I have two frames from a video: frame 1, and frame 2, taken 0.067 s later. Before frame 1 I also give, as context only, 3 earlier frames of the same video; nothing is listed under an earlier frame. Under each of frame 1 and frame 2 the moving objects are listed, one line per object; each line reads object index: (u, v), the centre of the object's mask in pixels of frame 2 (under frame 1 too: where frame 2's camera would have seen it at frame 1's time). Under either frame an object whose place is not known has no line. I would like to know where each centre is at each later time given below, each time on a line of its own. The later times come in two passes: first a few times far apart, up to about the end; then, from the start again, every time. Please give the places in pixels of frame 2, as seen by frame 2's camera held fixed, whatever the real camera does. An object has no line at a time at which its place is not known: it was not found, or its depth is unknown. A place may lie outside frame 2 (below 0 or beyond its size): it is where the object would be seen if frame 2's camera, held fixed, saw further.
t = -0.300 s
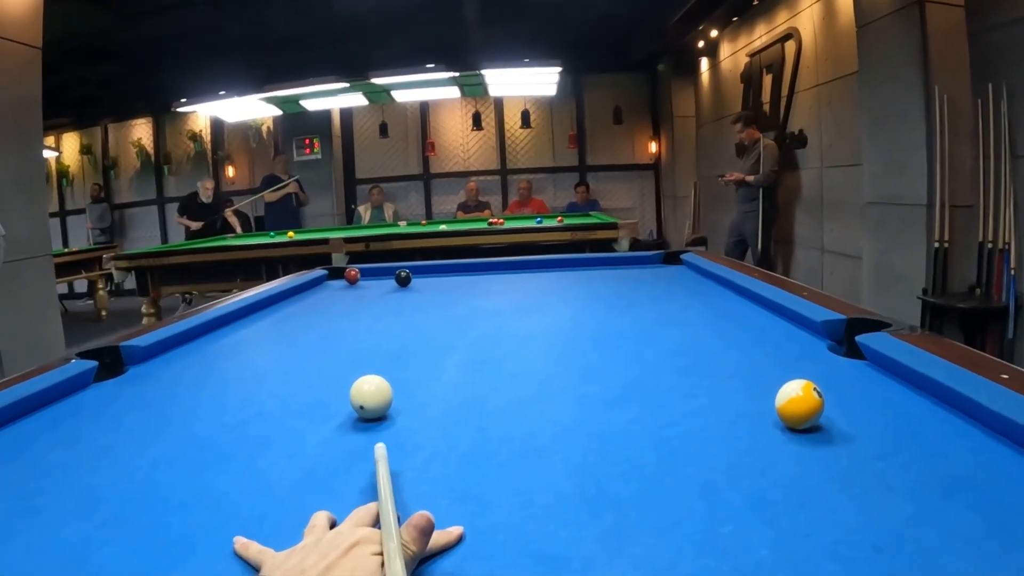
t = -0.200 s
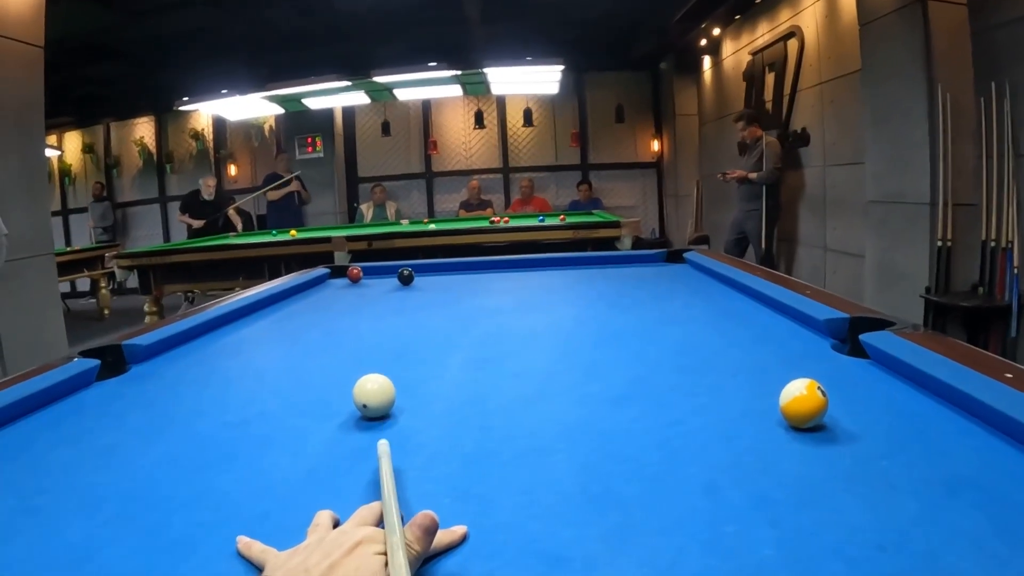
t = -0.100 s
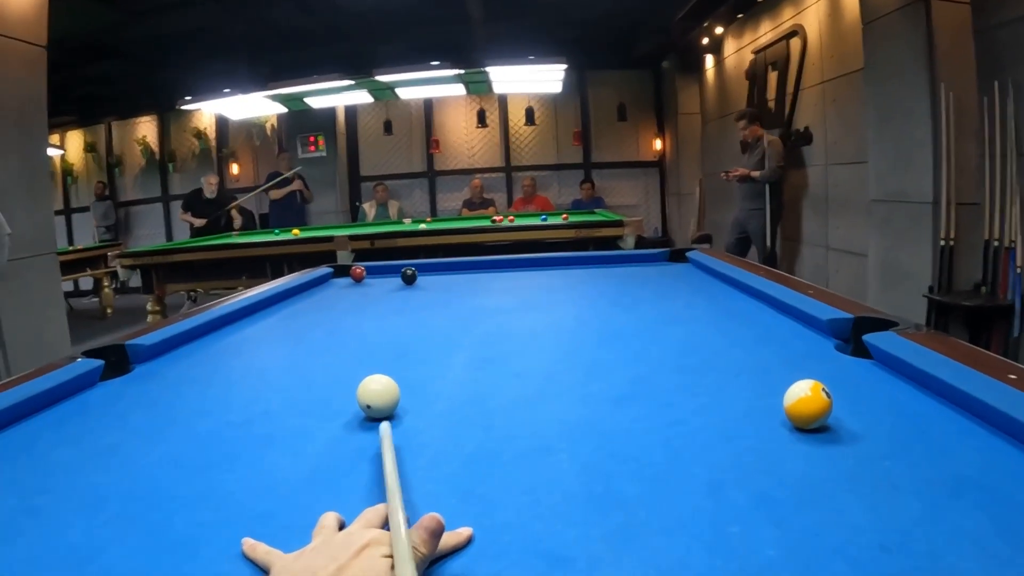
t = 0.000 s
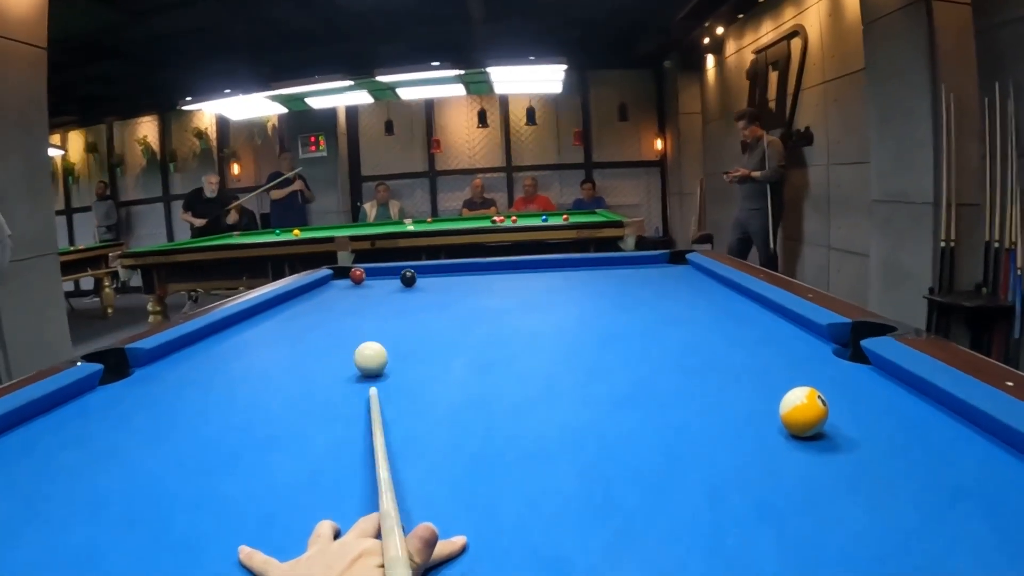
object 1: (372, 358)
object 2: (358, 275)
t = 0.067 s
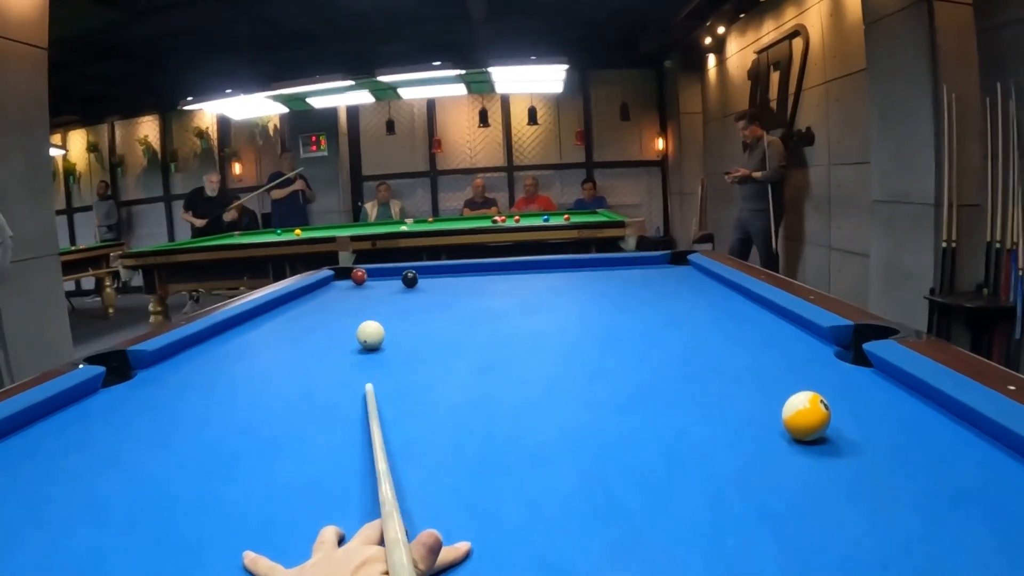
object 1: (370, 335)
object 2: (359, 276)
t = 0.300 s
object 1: (368, 290)
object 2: (360, 275)
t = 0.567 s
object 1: (388, 274)
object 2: (343, 272)
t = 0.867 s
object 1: (418, 269)
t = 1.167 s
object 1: (435, 276)
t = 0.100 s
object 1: (370, 325)
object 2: (359, 276)
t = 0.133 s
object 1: (370, 318)
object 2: (360, 276)
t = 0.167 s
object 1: (370, 310)
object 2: (360, 276)
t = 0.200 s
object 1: (369, 305)
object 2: (360, 276)
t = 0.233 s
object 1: (368, 299)
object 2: (360, 276)
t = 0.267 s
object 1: (368, 294)
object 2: (360, 276)
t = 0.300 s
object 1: (368, 290)
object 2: (360, 275)
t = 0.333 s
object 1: (368, 286)
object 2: (359, 274)
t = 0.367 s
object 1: (367, 283)
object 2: (359, 274)
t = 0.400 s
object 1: (367, 280)
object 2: (358, 274)
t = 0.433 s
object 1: (367, 277)
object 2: (357, 275)
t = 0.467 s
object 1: (373, 277)
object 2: (356, 274)
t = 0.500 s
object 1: (379, 276)
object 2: (351, 273)
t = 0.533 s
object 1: (383, 275)
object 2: (346, 272)
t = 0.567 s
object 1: (388, 274)
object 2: (343, 272)
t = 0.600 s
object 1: (392, 273)
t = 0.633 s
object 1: (396, 272)
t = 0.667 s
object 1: (400, 271)
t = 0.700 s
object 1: (404, 270)
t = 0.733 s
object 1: (408, 269)
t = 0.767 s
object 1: (412, 268)
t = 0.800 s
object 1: (414, 268)
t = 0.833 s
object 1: (416, 269)
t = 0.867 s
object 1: (418, 269)
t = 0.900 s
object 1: (420, 270)
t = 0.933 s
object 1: (422, 271)
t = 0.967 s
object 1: (423, 272)
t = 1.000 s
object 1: (425, 273)
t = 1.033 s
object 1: (427, 273)
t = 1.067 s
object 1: (429, 274)
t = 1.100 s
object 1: (431, 274)
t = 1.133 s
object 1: (433, 275)
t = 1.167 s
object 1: (435, 276)
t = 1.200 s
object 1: (437, 276)
